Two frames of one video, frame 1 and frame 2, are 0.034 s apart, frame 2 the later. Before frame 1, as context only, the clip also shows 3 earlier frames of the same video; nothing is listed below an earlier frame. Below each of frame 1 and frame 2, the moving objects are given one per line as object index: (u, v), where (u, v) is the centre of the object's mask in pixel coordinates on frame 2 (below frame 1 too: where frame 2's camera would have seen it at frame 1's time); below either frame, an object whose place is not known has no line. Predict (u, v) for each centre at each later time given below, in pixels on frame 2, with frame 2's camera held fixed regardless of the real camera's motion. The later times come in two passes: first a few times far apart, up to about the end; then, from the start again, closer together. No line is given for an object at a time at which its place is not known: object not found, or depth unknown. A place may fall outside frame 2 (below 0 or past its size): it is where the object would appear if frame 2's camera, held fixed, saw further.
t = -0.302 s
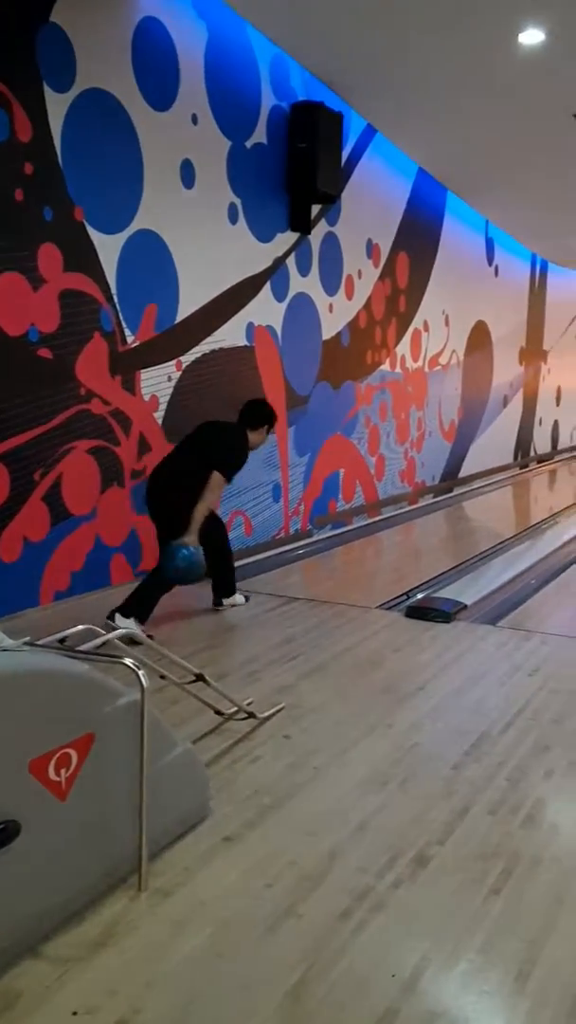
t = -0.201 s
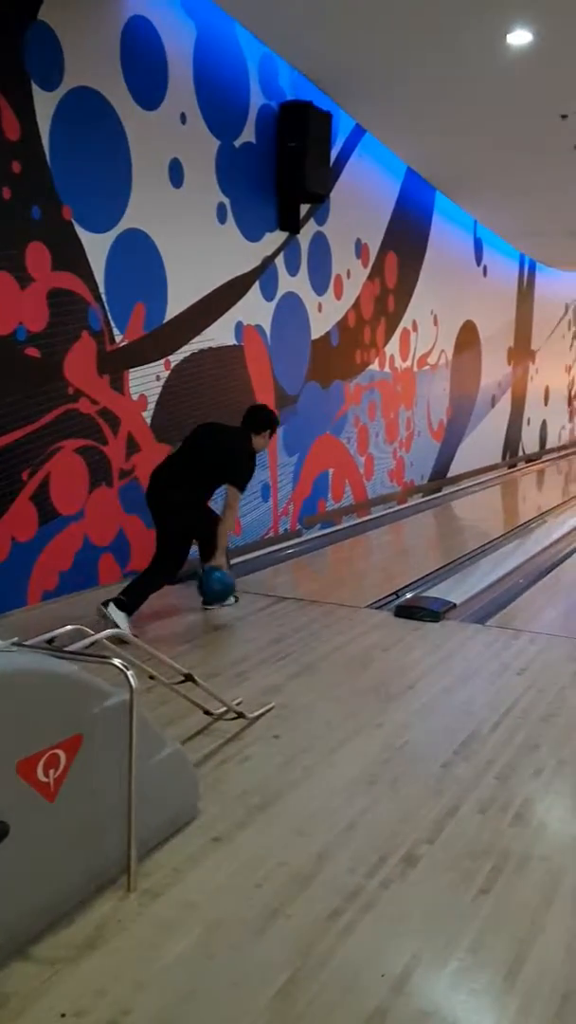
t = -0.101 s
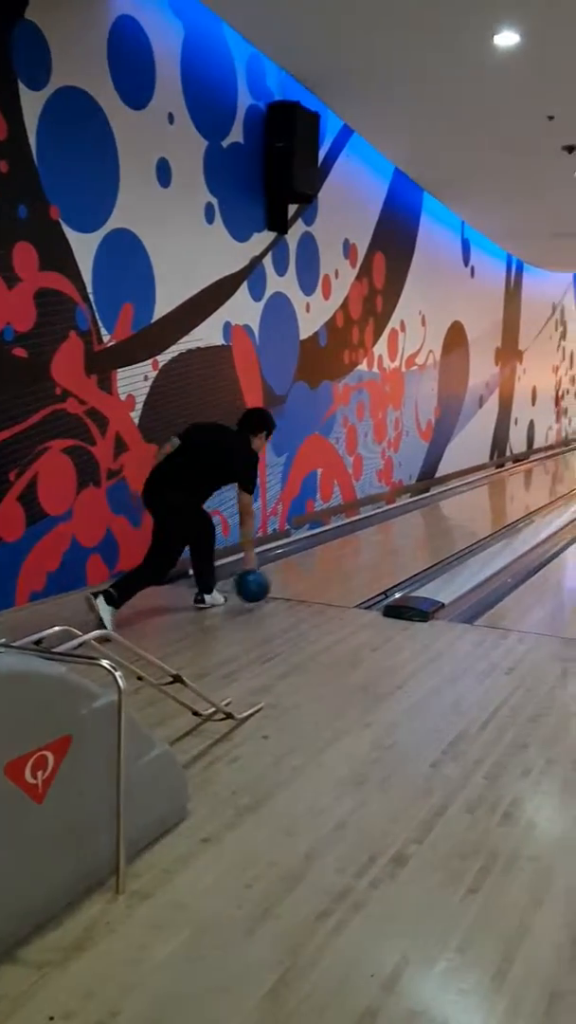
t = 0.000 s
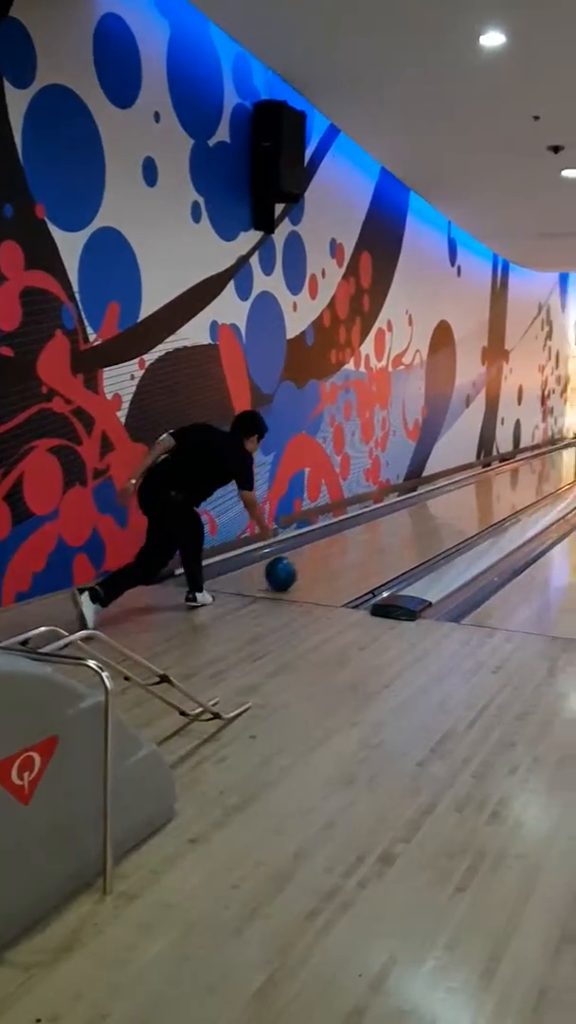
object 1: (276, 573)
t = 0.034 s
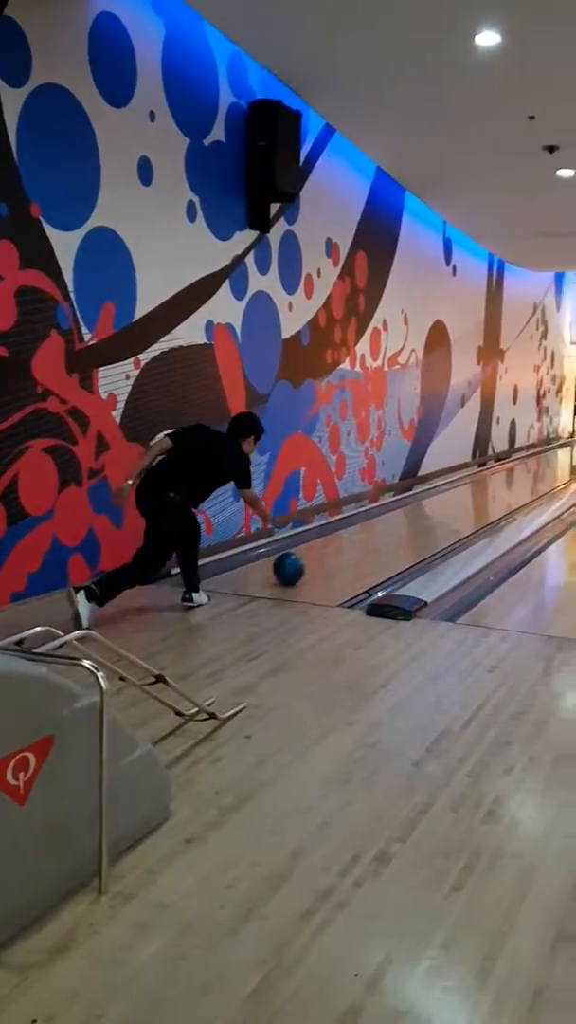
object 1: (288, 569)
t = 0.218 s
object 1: (345, 545)
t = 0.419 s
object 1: (391, 526)
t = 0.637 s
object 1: (430, 510)
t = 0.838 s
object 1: (458, 498)
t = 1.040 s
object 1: (481, 488)
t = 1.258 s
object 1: (501, 480)
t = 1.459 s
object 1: (518, 473)
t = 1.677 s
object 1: (532, 467)
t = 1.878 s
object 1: (544, 461)
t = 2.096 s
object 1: (556, 456)
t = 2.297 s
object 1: (565, 453)
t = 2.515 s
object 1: (573, 449)
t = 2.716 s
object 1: (582, 445)
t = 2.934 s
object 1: (588, 442)
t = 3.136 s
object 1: (593, 440)
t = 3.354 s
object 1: (598, 437)
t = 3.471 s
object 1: (601, 436)
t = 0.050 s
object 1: (294, 567)
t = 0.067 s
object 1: (300, 564)
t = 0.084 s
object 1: (305, 562)
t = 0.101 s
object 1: (311, 560)
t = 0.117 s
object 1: (316, 557)
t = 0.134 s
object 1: (321, 556)
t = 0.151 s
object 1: (326, 553)
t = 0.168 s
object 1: (331, 551)
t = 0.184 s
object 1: (336, 549)
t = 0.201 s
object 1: (341, 547)
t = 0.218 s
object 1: (345, 545)
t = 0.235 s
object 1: (349, 544)
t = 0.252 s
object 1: (354, 542)
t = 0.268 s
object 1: (358, 540)
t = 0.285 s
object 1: (362, 538)
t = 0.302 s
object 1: (366, 537)
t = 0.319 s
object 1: (370, 535)
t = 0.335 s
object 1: (373, 533)
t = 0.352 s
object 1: (377, 532)
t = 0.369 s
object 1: (381, 531)
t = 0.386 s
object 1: (384, 529)
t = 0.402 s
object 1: (388, 527)
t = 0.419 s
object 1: (391, 526)
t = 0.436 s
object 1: (395, 524)
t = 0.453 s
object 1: (398, 523)
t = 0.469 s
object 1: (401, 521)
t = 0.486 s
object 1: (404, 521)
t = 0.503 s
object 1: (407, 519)
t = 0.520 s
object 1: (410, 518)
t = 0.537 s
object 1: (413, 517)
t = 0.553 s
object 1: (416, 515)
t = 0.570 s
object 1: (419, 514)
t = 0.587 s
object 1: (422, 513)
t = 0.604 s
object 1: (424, 512)
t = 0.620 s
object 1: (427, 511)
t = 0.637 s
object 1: (430, 510)
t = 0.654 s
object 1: (432, 509)
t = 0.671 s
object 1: (435, 508)
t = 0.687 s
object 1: (437, 506)
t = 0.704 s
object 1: (440, 506)
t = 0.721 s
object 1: (442, 505)
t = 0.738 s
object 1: (445, 504)
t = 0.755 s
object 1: (447, 502)
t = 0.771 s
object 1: (449, 501)
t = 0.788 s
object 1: (451, 500)
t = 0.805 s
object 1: (453, 499)
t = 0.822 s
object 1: (456, 498)
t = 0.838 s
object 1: (458, 498)
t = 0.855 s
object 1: (460, 497)
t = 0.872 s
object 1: (462, 496)
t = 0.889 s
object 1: (464, 495)
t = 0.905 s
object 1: (466, 494)
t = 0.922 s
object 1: (468, 493)
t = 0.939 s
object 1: (470, 493)
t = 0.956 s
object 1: (472, 492)
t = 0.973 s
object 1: (474, 491)
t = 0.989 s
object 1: (475, 490)
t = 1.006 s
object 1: (477, 489)
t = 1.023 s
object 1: (479, 489)
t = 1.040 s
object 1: (481, 488)
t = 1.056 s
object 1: (482, 488)
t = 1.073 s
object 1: (484, 487)
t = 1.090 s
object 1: (486, 486)
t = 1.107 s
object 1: (488, 485)
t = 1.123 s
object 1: (489, 485)
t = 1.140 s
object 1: (491, 484)
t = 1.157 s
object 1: (492, 483)
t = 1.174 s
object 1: (494, 482)
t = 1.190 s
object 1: (496, 482)
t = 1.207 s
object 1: (497, 481)
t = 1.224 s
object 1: (499, 481)
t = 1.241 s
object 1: (500, 480)
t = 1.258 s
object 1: (501, 480)
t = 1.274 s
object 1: (503, 479)
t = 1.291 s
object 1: (505, 478)
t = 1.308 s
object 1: (506, 477)
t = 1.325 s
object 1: (507, 477)
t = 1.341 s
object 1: (509, 476)
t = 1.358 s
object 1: (510, 476)
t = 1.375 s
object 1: (512, 475)
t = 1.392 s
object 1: (513, 475)
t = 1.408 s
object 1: (514, 475)
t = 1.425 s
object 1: (515, 474)
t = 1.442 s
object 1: (516, 473)
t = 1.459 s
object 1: (518, 473)
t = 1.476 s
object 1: (519, 472)
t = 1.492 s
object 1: (520, 472)
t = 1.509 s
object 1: (521, 471)
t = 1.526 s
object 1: (523, 470)
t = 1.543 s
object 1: (524, 470)
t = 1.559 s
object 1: (525, 469)
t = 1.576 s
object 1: (526, 469)
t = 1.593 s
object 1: (527, 469)
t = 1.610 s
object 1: (528, 469)
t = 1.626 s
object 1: (529, 468)
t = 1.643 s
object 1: (530, 467)
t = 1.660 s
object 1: (532, 467)
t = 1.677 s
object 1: (532, 467)
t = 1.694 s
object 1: (533, 466)
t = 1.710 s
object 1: (535, 465)
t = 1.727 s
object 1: (536, 465)
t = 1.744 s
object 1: (536, 465)
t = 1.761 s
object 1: (538, 464)
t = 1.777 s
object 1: (538, 464)
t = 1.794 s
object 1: (539, 463)
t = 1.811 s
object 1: (540, 463)
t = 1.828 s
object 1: (541, 463)
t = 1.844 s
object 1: (542, 462)
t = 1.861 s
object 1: (543, 462)
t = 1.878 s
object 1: (544, 461)
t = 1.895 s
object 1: (545, 461)
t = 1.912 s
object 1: (546, 461)
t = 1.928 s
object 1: (547, 460)
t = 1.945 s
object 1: (548, 460)
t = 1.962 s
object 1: (549, 459)
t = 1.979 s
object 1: (549, 459)
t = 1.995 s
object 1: (550, 459)
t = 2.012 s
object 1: (551, 458)
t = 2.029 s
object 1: (552, 458)
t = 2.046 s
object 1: (553, 458)
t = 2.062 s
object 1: (554, 457)
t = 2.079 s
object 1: (555, 457)
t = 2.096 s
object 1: (556, 456)
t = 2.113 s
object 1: (557, 456)
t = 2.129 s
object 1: (558, 455)
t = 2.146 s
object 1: (558, 455)
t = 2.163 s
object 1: (559, 455)
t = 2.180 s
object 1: (560, 455)
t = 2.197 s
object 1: (561, 454)
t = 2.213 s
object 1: (561, 454)
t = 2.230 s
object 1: (562, 454)
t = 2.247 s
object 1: (563, 453)
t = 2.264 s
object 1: (563, 453)
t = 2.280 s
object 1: (564, 453)
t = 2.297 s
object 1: (565, 453)
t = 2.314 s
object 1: (565, 452)
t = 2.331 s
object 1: (567, 452)
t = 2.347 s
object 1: (567, 451)
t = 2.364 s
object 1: (567, 451)
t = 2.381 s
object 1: (568, 451)
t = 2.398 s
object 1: (569, 450)
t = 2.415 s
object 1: (570, 450)
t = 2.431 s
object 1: (570, 450)
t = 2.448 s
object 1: (571, 450)
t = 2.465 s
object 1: (572, 449)
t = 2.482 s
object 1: (572, 449)
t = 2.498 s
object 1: (573, 449)
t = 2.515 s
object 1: (573, 449)
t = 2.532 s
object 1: (574, 448)
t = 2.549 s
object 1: (575, 448)
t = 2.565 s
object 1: (576, 448)
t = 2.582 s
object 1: (577, 447)
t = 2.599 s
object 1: (578, 447)
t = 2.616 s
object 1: (578, 447)
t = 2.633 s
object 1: (579, 446)
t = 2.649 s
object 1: (580, 446)
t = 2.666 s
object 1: (580, 446)
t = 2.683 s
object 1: (581, 446)
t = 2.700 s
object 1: (581, 445)
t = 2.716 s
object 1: (582, 445)
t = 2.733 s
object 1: (582, 444)
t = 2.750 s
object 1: (582, 444)
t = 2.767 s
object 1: (583, 444)
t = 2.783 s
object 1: (583, 444)
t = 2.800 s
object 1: (584, 444)
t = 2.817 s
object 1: (584, 444)
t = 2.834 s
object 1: (585, 444)
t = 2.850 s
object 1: (586, 443)
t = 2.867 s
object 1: (586, 443)
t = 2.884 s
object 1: (587, 443)
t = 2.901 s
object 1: (587, 443)
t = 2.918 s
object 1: (588, 442)
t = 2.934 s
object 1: (588, 442)
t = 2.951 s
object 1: (588, 442)
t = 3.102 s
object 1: (592, 440)
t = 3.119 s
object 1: (593, 440)
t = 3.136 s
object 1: (593, 440)
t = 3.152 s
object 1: (594, 440)
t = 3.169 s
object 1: (595, 439)
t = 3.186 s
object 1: (595, 439)
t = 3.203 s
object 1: (595, 439)
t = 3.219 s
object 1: (596, 439)
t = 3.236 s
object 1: (596, 439)
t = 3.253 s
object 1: (597, 439)
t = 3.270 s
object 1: (597, 438)
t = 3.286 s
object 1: (597, 438)
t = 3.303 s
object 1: (597, 438)
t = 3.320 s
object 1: (598, 438)
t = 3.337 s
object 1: (598, 438)
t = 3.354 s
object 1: (598, 437)
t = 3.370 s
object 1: (599, 437)
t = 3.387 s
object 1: (599, 437)
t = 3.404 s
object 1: (599, 437)
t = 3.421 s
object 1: (600, 437)
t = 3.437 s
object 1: (600, 436)
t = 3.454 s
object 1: (601, 436)
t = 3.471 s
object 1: (601, 436)
